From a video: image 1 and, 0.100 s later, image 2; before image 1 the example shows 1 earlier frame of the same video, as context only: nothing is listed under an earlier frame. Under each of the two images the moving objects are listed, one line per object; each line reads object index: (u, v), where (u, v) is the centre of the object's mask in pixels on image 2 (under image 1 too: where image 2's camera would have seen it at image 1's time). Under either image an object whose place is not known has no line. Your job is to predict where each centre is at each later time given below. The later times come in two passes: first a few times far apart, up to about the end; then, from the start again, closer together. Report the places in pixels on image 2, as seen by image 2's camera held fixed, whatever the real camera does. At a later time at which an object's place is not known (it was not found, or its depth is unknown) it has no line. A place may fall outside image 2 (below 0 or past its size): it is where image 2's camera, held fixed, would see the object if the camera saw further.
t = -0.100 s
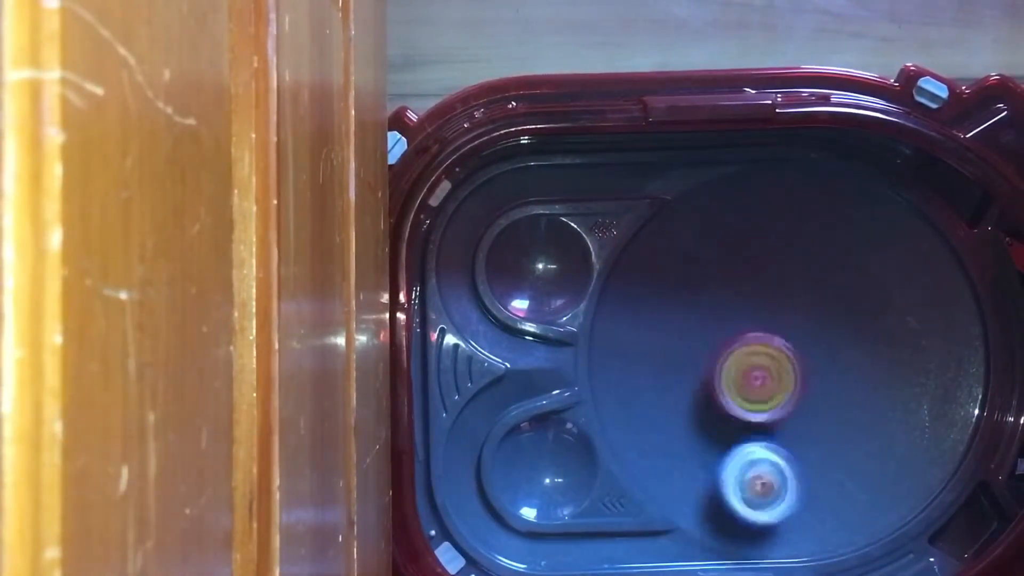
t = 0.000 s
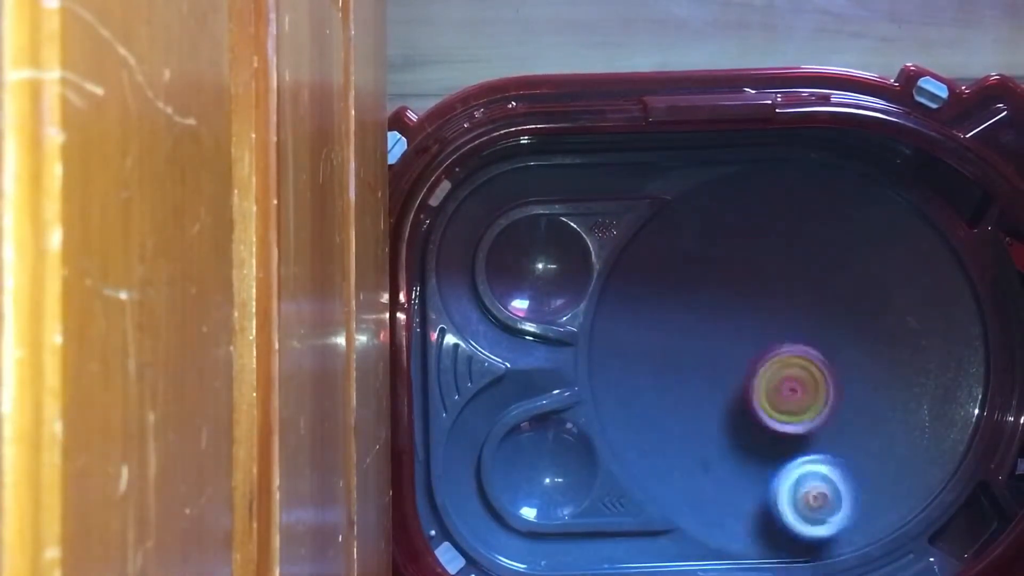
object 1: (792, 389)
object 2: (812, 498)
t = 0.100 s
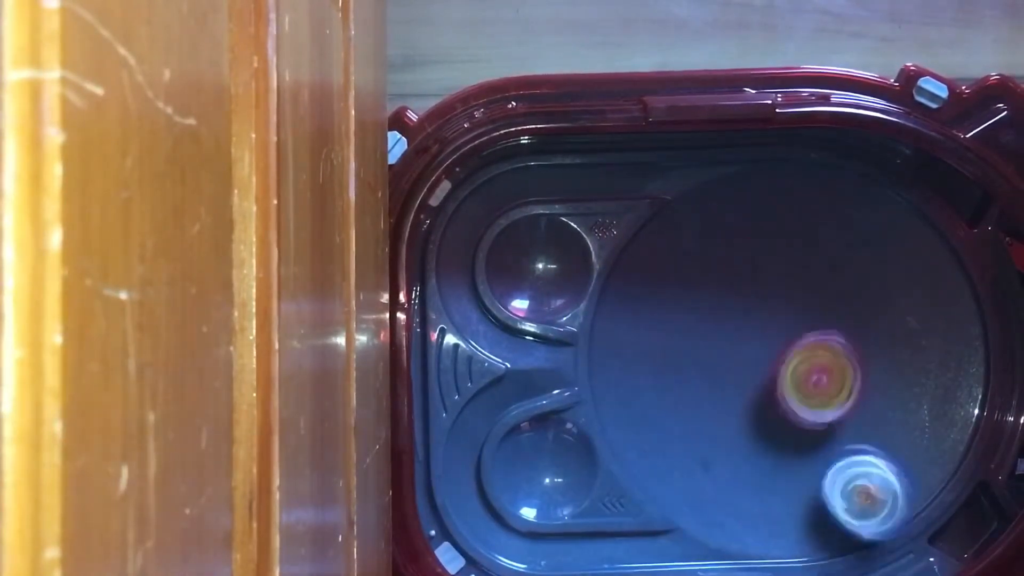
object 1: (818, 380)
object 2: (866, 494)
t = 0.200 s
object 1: (839, 336)
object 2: (902, 518)
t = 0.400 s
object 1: (839, 303)
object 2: (883, 453)
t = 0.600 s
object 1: (813, 313)
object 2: (791, 406)
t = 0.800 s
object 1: (791, 348)
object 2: (702, 430)
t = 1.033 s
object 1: (810, 383)
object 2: (717, 449)
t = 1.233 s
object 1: (840, 374)
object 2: (698, 414)
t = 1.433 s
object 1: (815, 330)
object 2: (710, 385)
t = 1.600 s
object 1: (791, 315)
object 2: (723, 363)
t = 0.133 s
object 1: (826, 360)
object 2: (881, 508)
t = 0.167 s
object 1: (834, 347)
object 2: (894, 518)
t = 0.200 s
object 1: (839, 336)
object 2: (902, 518)
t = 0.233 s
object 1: (843, 327)
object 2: (903, 508)
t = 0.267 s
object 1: (845, 320)
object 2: (904, 498)
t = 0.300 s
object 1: (845, 314)
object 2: (901, 486)
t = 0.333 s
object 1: (844, 310)
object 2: (898, 475)
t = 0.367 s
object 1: (842, 306)
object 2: (893, 465)
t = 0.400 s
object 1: (839, 303)
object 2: (883, 453)
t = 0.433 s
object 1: (836, 302)
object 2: (873, 443)
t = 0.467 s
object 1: (831, 302)
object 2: (861, 433)
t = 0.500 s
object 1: (826, 303)
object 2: (845, 424)
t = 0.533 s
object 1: (822, 306)
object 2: (828, 415)
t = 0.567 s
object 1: (818, 308)
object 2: (811, 409)
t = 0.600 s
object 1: (813, 313)
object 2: (791, 406)
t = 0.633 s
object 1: (809, 317)
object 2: (772, 404)
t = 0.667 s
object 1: (804, 322)
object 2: (753, 405)
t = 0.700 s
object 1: (801, 328)
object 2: (735, 409)
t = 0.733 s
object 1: (797, 333)
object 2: (720, 415)
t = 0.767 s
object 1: (794, 341)
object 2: (709, 423)
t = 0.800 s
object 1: (791, 348)
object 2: (702, 430)
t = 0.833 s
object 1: (789, 355)
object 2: (698, 439)
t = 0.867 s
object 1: (788, 362)
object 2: (698, 447)
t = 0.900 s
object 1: (787, 369)
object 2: (704, 453)
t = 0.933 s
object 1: (787, 377)
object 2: (712, 454)
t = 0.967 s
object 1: (787, 384)
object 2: (723, 453)
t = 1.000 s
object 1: (795, 388)
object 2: (723, 452)
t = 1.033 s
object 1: (810, 383)
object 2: (717, 449)
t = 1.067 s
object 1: (818, 384)
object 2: (714, 444)
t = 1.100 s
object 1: (825, 383)
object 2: (708, 437)
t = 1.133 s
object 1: (835, 384)
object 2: (705, 431)
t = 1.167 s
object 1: (839, 381)
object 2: (701, 423)
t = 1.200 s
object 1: (839, 377)
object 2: (698, 418)
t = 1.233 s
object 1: (840, 374)
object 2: (698, 414)
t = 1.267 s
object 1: (840, 372)
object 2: (697, 409)
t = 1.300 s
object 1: (840, 370)
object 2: (699, 405)
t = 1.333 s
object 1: (837, 361)
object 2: (701, 401)
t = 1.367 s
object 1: (828, 348)
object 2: (703, 397)
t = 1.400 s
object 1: (820, 337)
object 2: (708, 391)
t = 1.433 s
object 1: (815, 330)
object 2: (710, 385)
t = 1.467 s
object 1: (808, 325)
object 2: (715, 379)
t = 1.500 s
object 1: (801, 321)
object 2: (720, 373)
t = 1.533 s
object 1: (794, 318)
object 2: (725, 368)
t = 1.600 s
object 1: (791, 315)
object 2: (723, 363)
